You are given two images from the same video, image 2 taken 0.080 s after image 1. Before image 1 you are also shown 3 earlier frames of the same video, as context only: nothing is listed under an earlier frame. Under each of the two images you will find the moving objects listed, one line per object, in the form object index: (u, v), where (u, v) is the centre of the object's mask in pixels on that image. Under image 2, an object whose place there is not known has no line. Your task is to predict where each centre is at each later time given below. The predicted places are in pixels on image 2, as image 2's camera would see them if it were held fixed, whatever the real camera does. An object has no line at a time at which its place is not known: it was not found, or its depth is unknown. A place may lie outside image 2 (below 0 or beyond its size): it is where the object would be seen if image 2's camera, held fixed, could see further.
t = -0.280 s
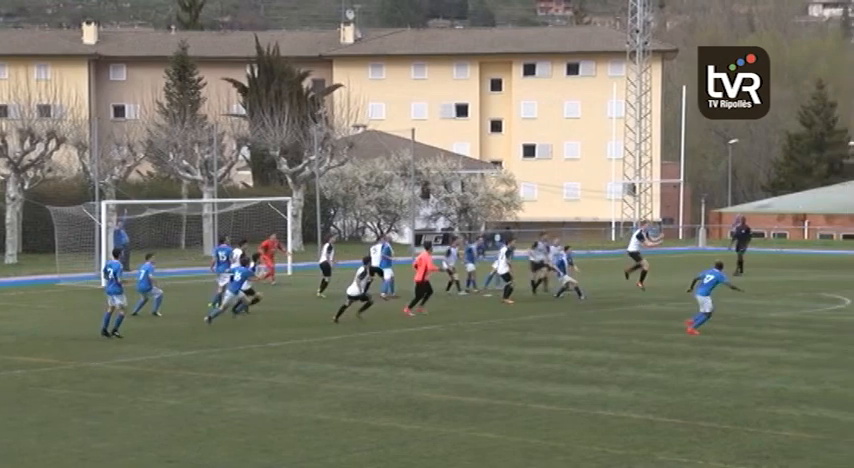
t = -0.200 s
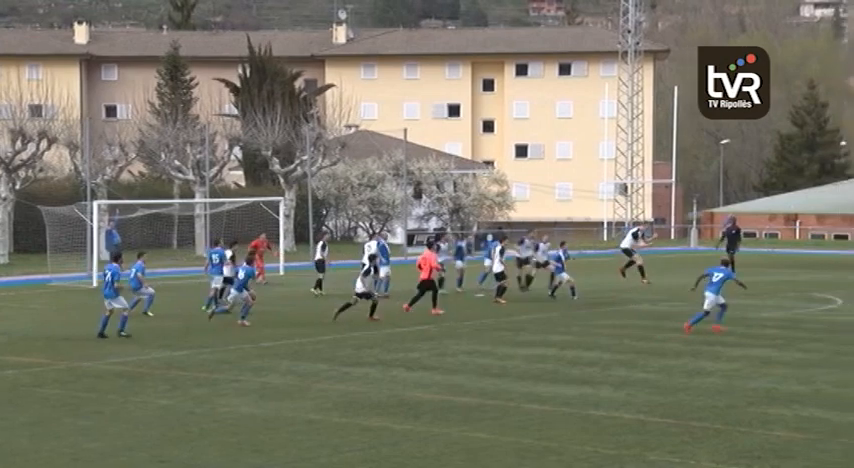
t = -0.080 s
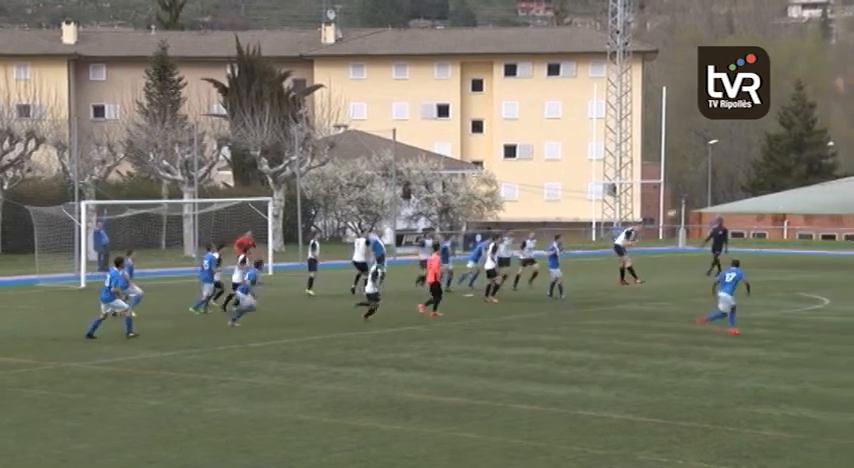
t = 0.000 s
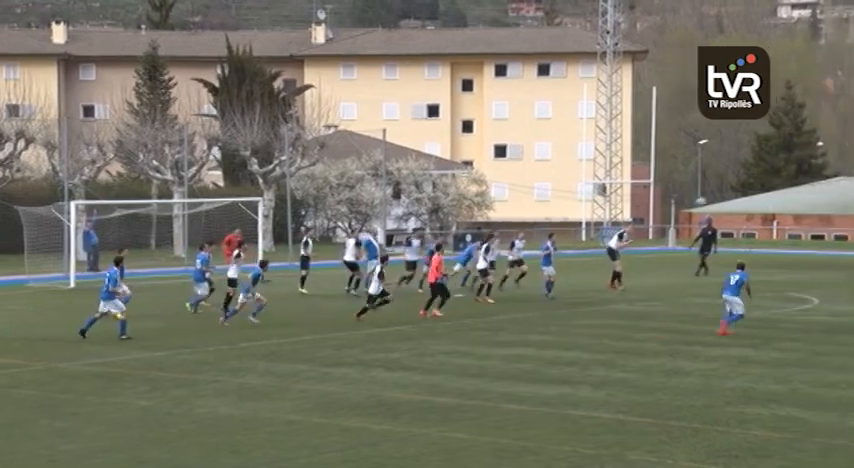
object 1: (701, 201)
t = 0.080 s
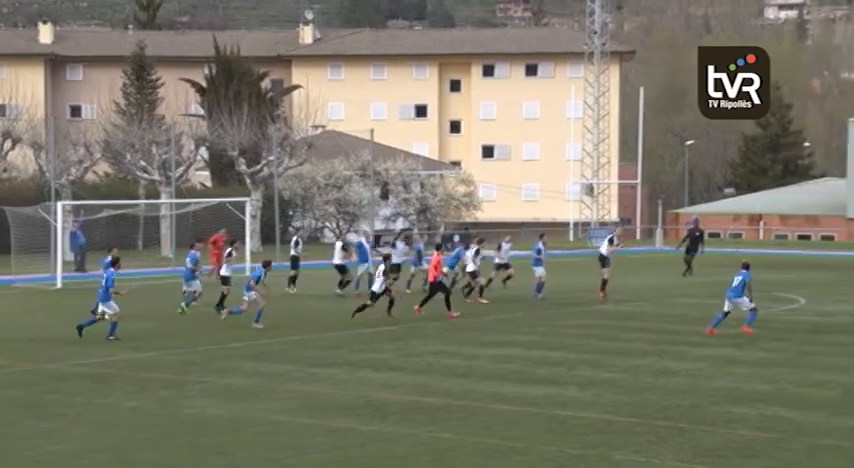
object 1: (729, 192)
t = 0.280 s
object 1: (825, 177)
